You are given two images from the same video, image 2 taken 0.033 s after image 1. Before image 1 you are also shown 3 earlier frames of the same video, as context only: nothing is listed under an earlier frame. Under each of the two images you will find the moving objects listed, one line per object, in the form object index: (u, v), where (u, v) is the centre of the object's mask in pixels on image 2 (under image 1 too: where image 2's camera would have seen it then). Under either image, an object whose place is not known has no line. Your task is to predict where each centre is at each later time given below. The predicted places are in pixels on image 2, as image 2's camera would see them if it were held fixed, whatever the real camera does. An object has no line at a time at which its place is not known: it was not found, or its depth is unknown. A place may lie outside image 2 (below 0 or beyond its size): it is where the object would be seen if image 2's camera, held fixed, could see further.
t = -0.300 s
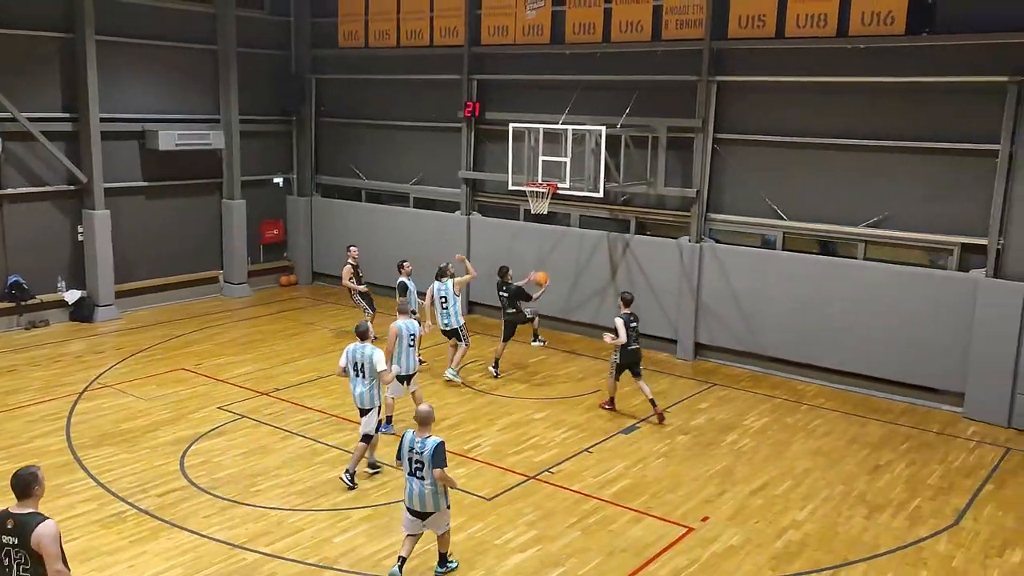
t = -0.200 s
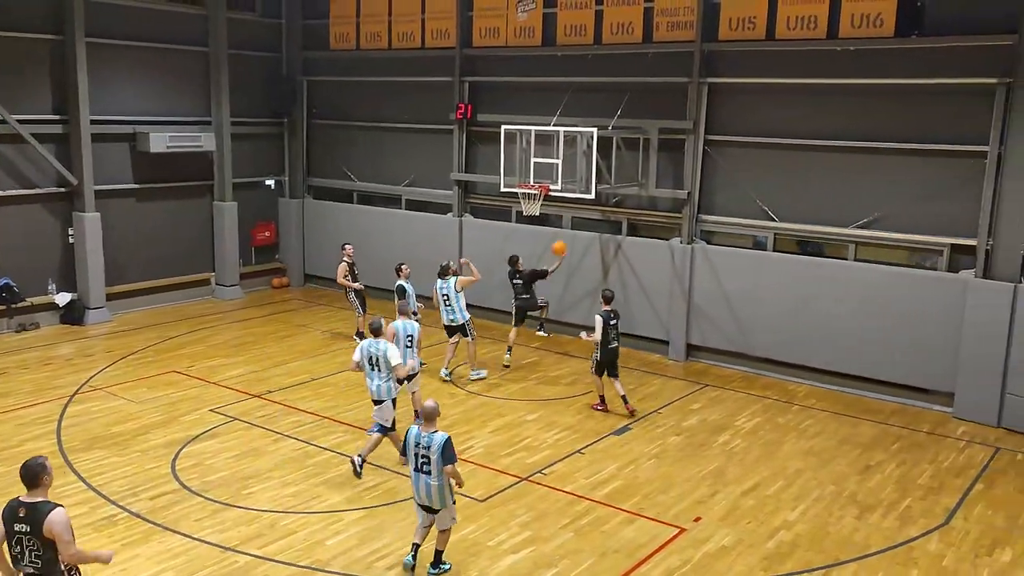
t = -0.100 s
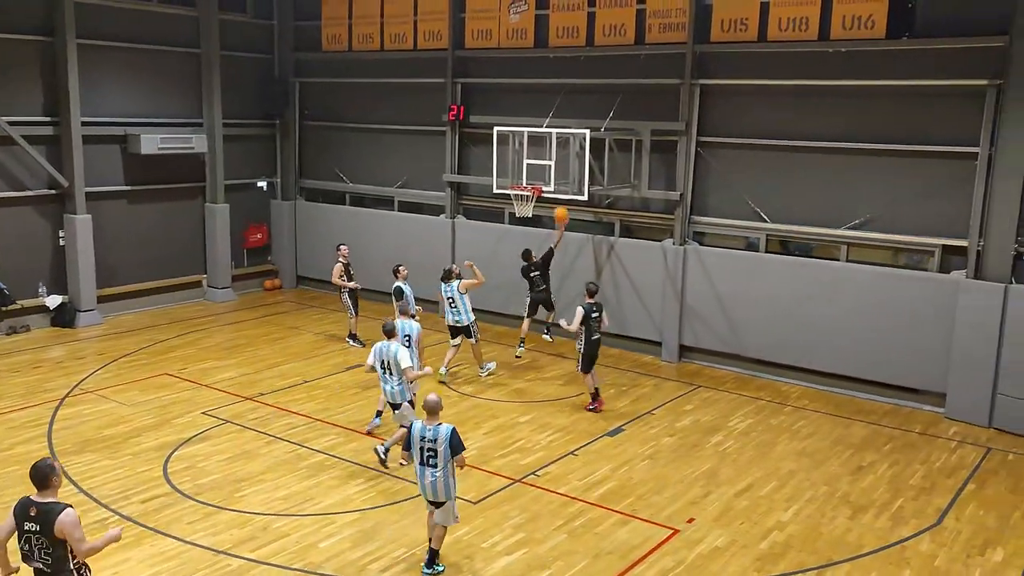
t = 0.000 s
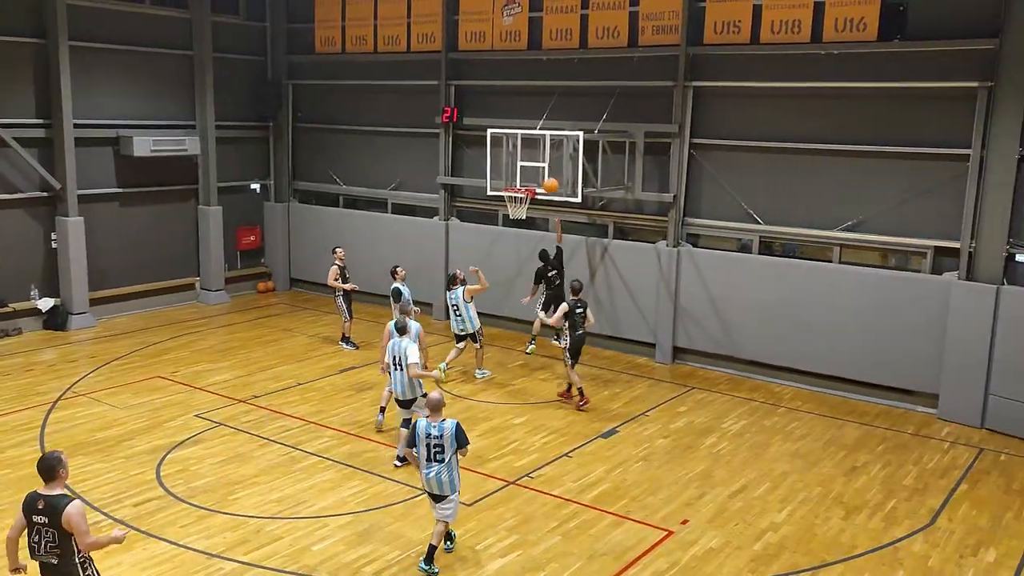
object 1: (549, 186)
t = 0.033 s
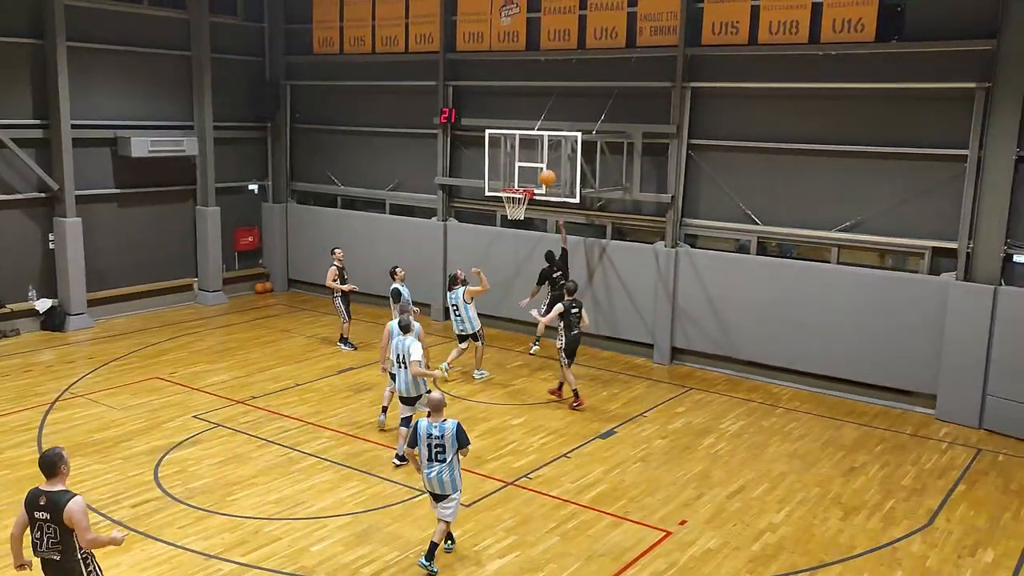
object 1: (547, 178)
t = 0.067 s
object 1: (546, 170)
